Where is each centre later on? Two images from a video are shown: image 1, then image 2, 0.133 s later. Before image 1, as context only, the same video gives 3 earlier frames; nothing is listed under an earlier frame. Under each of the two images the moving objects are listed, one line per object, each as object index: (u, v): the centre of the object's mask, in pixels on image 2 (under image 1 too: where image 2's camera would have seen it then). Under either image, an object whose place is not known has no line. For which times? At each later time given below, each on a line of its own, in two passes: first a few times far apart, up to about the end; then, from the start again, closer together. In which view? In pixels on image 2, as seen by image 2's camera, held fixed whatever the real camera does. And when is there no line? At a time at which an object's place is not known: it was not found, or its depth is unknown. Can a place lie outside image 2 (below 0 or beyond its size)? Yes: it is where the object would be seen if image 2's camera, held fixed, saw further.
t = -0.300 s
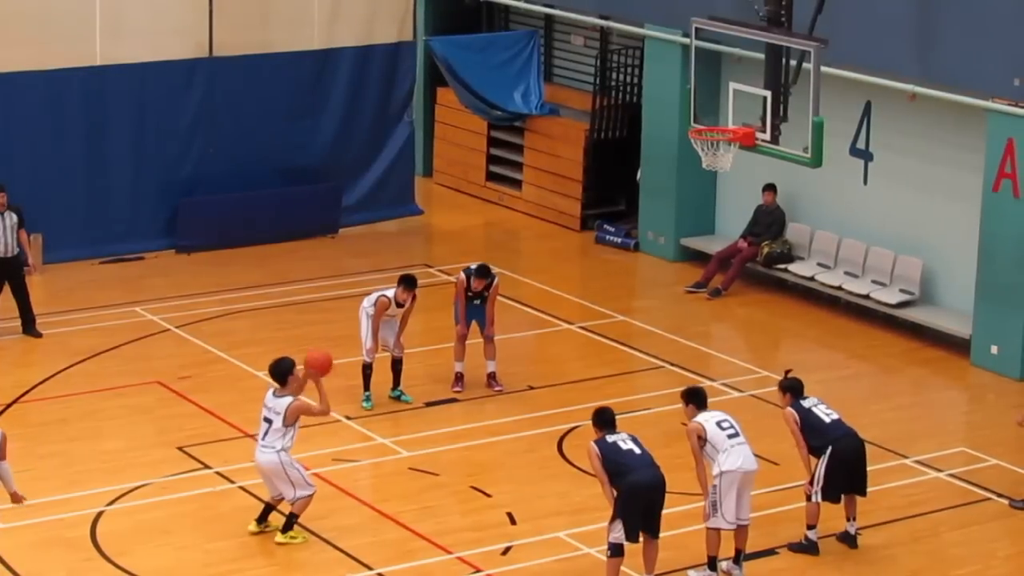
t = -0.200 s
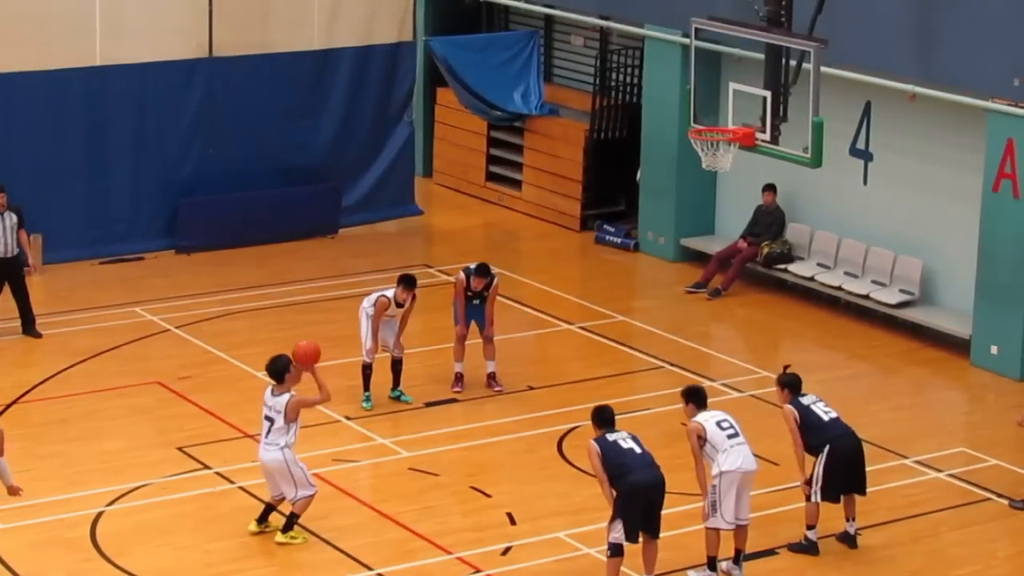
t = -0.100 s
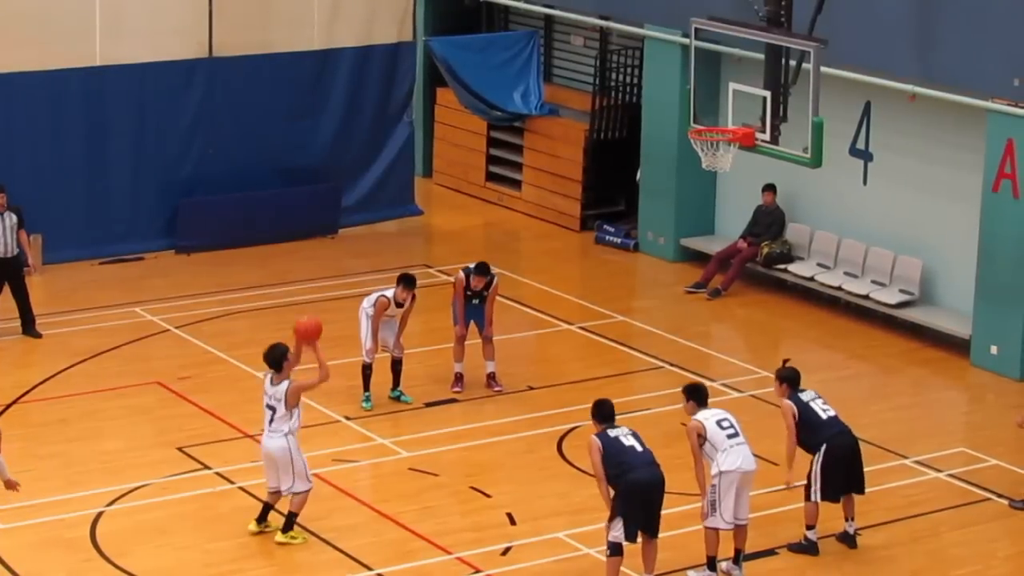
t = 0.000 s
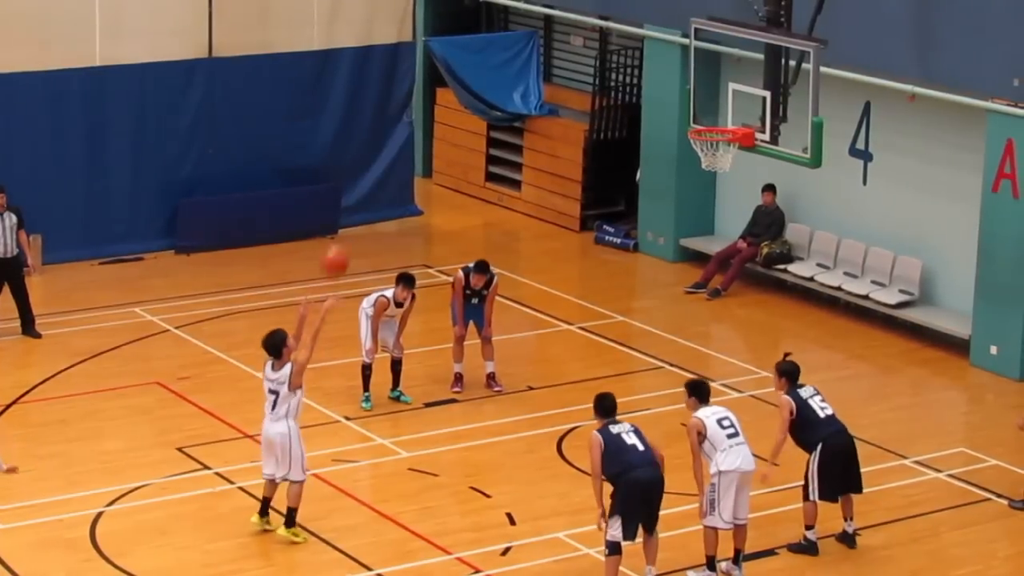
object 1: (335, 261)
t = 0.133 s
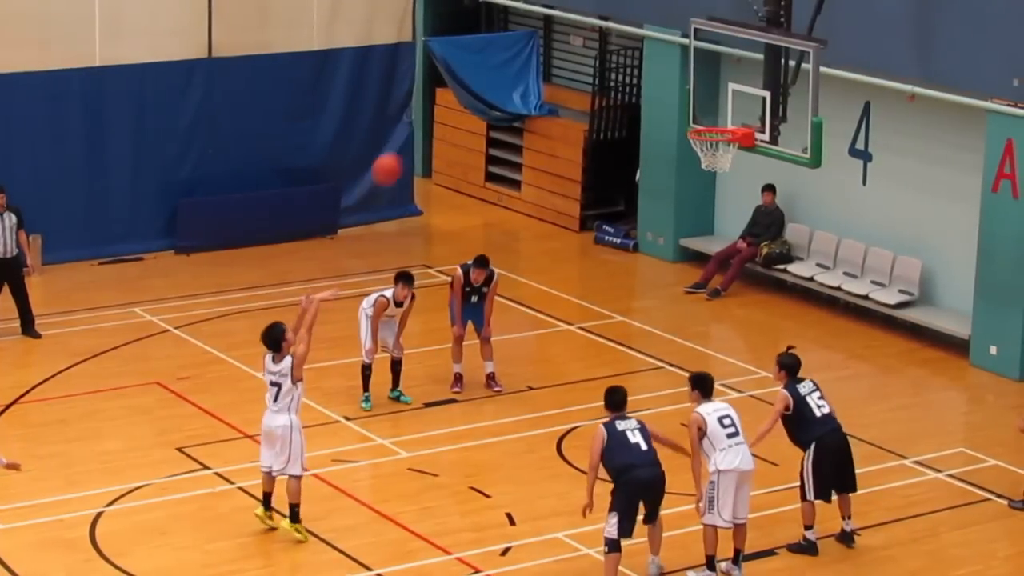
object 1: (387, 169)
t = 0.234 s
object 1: (423, 113)
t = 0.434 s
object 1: (499, 37)
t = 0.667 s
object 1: (580, 10)
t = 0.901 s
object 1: (655, 37)
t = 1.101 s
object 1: (714, 106)
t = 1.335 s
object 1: (693, 160)
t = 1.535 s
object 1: (700, 191)
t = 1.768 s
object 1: (707, 284)
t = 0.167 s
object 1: (399, 149)
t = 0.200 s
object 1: (412, 130)
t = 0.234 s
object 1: (423, 113)
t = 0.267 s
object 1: (437, 97)
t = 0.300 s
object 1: (450, 81)
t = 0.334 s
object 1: (463, 69)
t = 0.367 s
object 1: (475, 57)
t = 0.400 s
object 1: (487, 47)
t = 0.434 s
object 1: (499, 37)
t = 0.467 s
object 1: (511, 30)
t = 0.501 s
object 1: (523, 23)
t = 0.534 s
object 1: (534, 18)
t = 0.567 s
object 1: (546, 14)
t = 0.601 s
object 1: (558, 12)
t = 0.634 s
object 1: (569, 10)
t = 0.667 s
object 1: (580, 10)
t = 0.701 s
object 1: (591, 10)
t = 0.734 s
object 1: (602, 11)
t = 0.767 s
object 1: (614, 13)
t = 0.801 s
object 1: (624, 17)
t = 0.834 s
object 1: (635, 23)
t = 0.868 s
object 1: (645, 30)
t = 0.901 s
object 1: (655, 37)
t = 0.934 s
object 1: (666, 47)
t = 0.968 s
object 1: (676, 57)
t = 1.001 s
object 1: (686, 68)
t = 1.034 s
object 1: (695, 80)
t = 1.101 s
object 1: (714, 106)
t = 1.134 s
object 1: (724, 122)
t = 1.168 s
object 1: (721, 128)
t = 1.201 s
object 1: (704, 134)
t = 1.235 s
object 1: (692, 148)
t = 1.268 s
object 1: (691, 150)
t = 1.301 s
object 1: (689, 152)
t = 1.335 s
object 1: (693, 160)
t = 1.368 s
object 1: (694, 161)
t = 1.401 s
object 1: (695, 163)
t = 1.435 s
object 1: (696, 169)
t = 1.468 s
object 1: (698, 176)
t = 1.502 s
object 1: (699, 182)
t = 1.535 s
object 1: (700, 191)
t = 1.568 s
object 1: (701, 201)
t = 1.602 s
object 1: (702, 212)
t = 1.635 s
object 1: (703, 224)
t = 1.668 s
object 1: (704, 238)
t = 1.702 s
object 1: (705, 255)
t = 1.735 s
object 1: (706, 268)
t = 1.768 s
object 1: (707, 284)
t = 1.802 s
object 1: (707, 303)
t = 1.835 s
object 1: (708, 322)
